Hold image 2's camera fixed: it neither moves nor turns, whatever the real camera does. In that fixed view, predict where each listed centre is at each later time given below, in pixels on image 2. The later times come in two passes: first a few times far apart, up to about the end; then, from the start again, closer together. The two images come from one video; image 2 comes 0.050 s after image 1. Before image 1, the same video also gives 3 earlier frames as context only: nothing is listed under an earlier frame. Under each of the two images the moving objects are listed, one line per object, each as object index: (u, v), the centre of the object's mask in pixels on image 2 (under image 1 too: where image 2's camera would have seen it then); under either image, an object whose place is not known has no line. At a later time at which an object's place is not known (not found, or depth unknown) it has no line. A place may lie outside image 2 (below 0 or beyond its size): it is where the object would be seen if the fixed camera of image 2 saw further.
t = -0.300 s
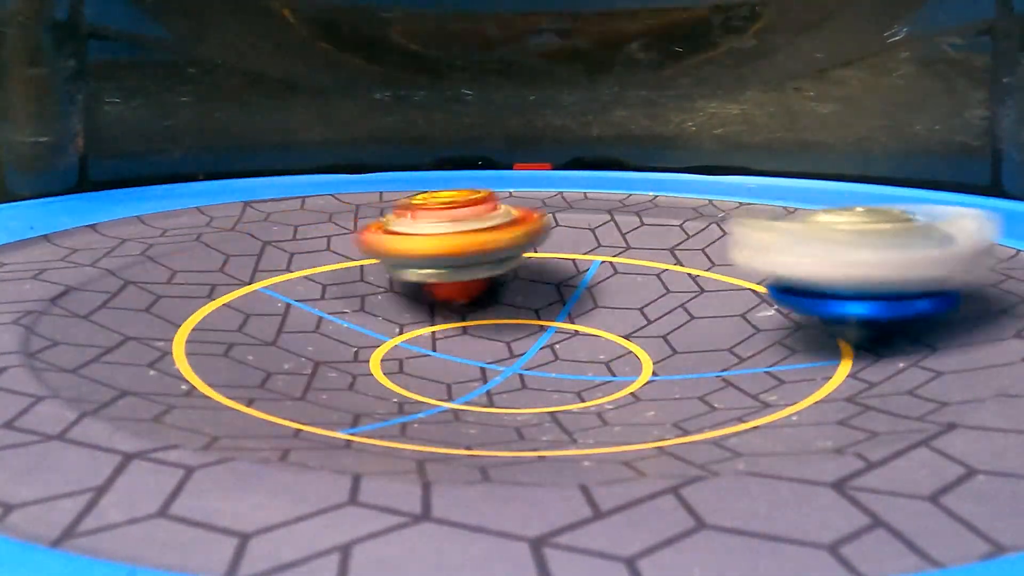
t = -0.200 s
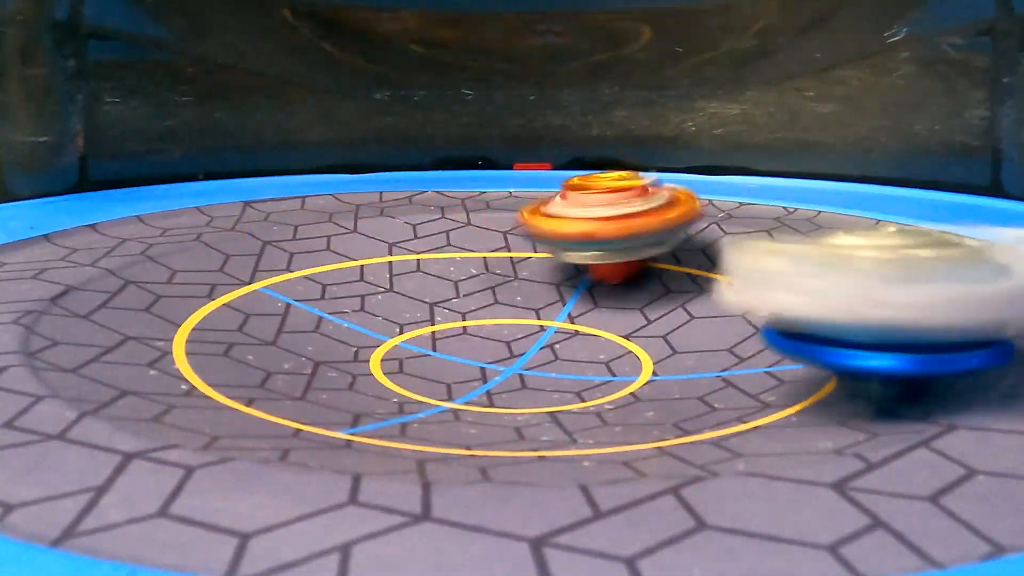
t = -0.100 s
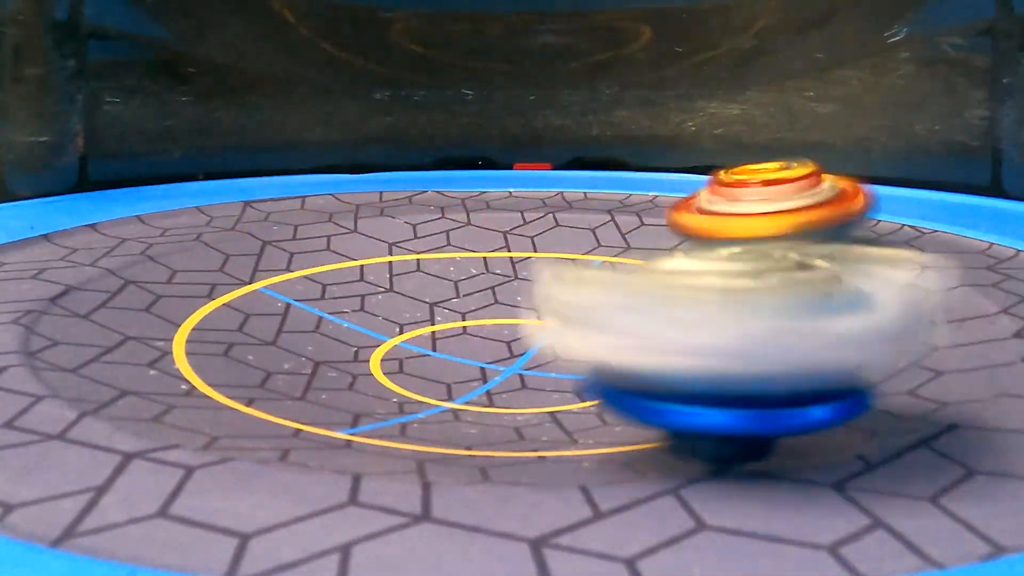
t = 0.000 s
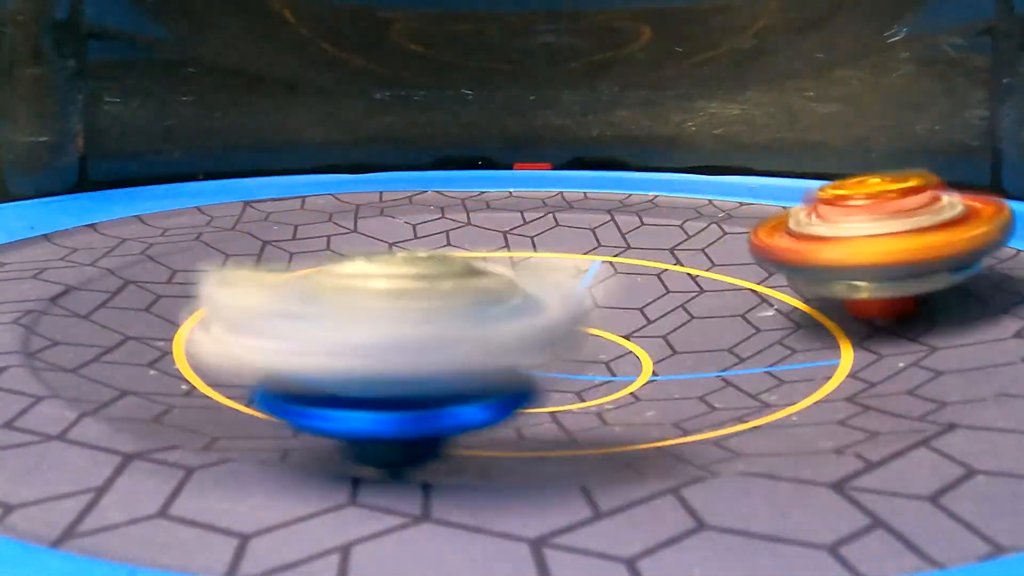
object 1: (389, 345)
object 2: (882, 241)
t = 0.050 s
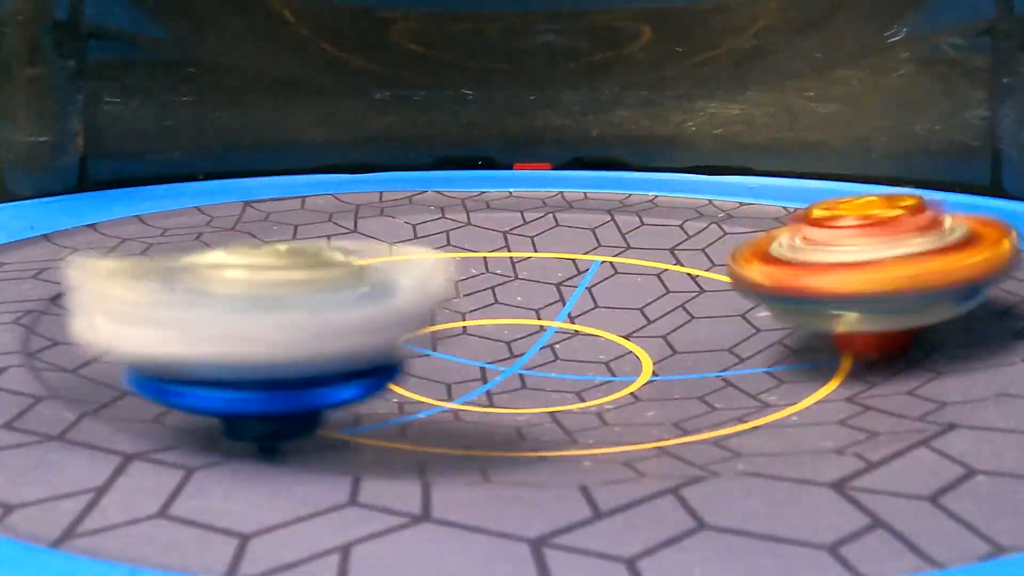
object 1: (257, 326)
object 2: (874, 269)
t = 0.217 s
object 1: (201, 258)
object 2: (489, 331)
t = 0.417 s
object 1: (353, 150)
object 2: (429, 311)
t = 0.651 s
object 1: (511, 137)
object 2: (615, 298)
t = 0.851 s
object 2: (460, 324)
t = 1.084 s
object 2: (535, 256)
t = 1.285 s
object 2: (574, 314)
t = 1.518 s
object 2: (360, 275)
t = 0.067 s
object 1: (227, 320)
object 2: (860, 279)
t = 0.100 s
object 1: (187, 302)
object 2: (804, 300)
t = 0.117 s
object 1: (176, 295)
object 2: (771, 308)
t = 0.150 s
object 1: (166, 281)
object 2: (679, 324)
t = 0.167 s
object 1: (170, 276)
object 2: (633, 329)
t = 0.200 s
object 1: (187, 263)
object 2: (533, 333)
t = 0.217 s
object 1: (201, 258)
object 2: (489, 331)
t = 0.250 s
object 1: (232, 247)
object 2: (414, 323)
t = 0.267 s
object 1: (244, 240)
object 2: (387, 316)
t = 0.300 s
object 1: (279, 223)
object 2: (350, 303)
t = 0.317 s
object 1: (295, 213)
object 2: (355, 299)
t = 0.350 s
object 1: (315, 185)
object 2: (386, 308)
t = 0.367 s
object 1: (325, 168)
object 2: (400, 309)
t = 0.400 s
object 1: (344, 151)
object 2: (421, 310)
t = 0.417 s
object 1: (353, 150)
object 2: (429, 311)
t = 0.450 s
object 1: (380, 131)
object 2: (438, 305)
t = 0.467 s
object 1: (393, 129)
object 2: (444, 302)
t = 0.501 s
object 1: (421, 138)
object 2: (464, 298)
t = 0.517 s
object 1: (431, 134)
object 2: (477, 296)
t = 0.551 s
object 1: (455, 136)
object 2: (512, 293)
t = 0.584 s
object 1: (476, 137)
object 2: (548, 293)
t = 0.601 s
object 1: (485, 138)
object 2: (566, 293)
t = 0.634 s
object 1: (504, 138)
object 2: (601, 296)
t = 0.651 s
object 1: (511, 137)
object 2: (615, 298)
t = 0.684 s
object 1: (525, 136)
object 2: (634, 303)
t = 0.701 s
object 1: (531, 136)
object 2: (638, 307)
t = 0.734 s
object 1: (544, 136)
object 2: (630, 315)
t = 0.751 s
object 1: (551, 136)
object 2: (614, 320)
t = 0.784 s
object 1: (565, 138)
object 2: (572, 325)
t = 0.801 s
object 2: (546, 327)
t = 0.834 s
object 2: (485, 327)
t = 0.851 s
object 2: (460, 324)
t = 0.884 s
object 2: (421, 315)
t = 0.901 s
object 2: (409, 309)
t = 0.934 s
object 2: (401, 298)
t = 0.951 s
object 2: (403, 292)
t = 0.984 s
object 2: (422, 280)
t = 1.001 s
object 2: (435, 275)
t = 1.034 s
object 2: (471, 266)
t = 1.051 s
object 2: (492, 262)
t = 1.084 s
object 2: (535, 256)
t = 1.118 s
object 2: (579, 252)
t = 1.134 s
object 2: (602, 251)
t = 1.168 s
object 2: (612, 265)
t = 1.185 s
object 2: (607, 275)
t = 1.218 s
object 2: (605, 291)
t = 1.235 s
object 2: (603, 298)
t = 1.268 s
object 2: (588, 310)
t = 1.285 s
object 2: (574, 314)
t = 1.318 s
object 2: (537, 319)
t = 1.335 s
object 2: (515, 321)
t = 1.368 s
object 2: (464, 320)
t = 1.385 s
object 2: (439, 317)
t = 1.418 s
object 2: (396, 308)
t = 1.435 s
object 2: (380, 303)
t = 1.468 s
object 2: (359, 292)
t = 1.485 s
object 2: (356, 286)
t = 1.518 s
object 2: (360, 275)
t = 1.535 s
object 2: (369, 271)
